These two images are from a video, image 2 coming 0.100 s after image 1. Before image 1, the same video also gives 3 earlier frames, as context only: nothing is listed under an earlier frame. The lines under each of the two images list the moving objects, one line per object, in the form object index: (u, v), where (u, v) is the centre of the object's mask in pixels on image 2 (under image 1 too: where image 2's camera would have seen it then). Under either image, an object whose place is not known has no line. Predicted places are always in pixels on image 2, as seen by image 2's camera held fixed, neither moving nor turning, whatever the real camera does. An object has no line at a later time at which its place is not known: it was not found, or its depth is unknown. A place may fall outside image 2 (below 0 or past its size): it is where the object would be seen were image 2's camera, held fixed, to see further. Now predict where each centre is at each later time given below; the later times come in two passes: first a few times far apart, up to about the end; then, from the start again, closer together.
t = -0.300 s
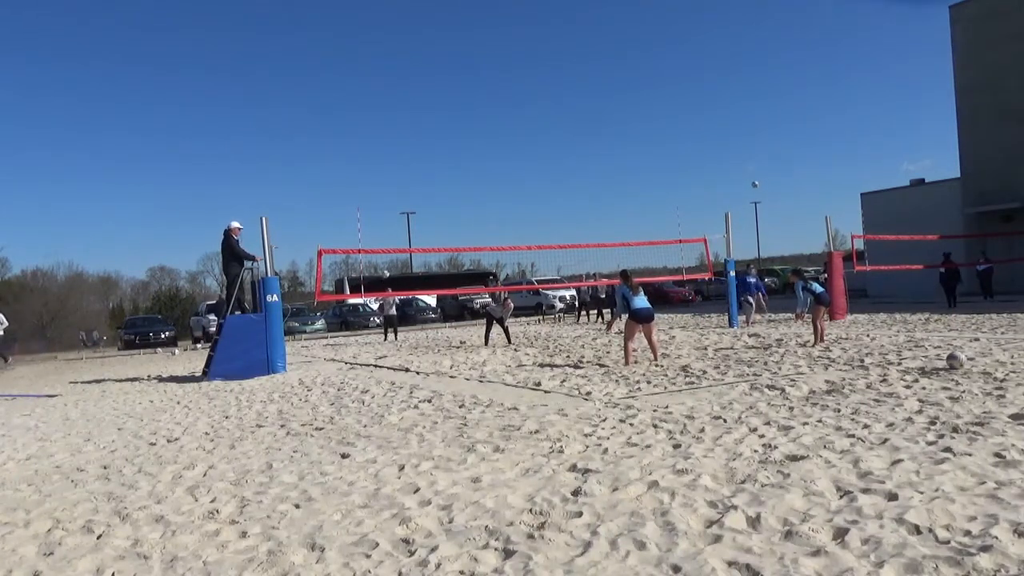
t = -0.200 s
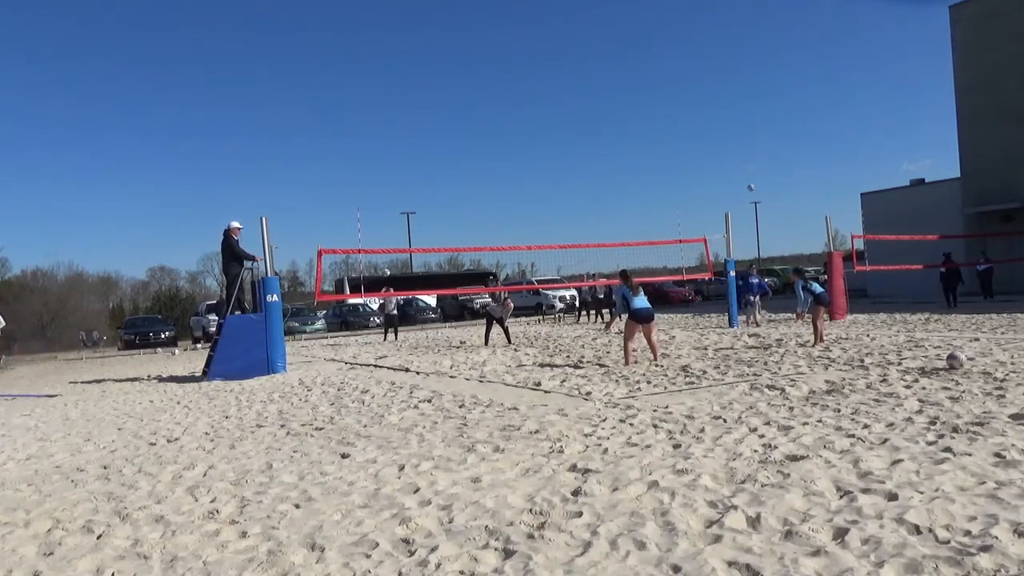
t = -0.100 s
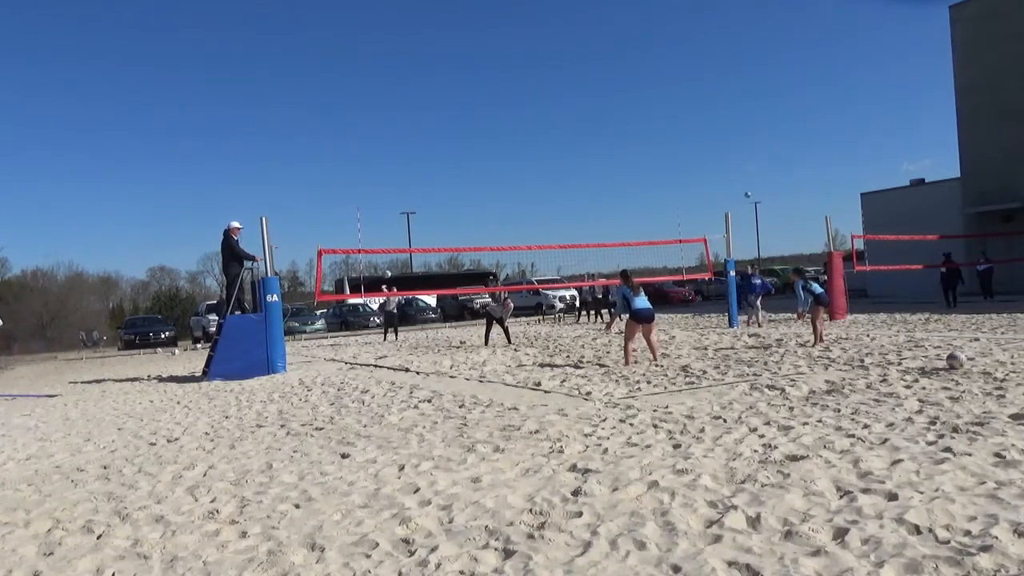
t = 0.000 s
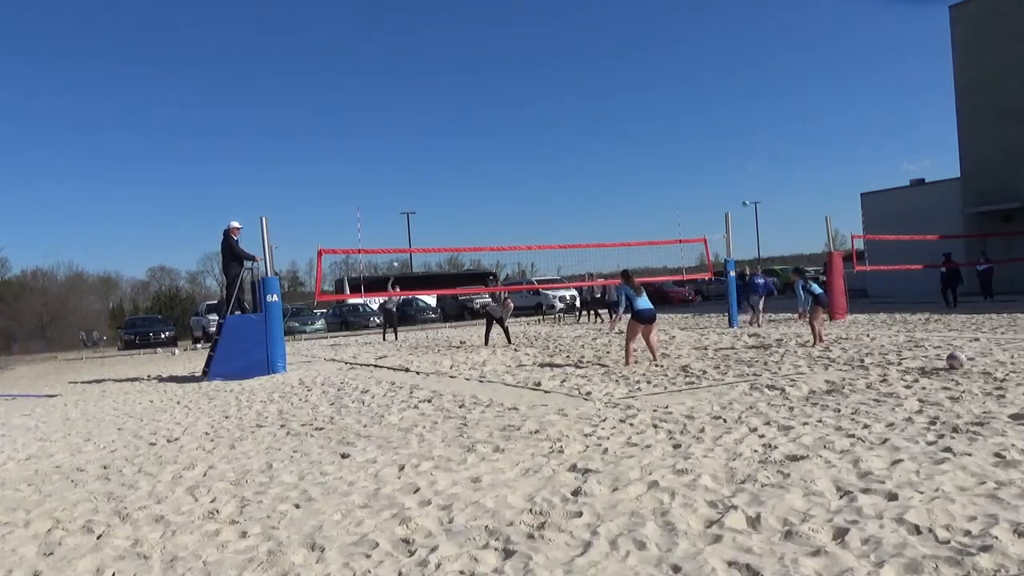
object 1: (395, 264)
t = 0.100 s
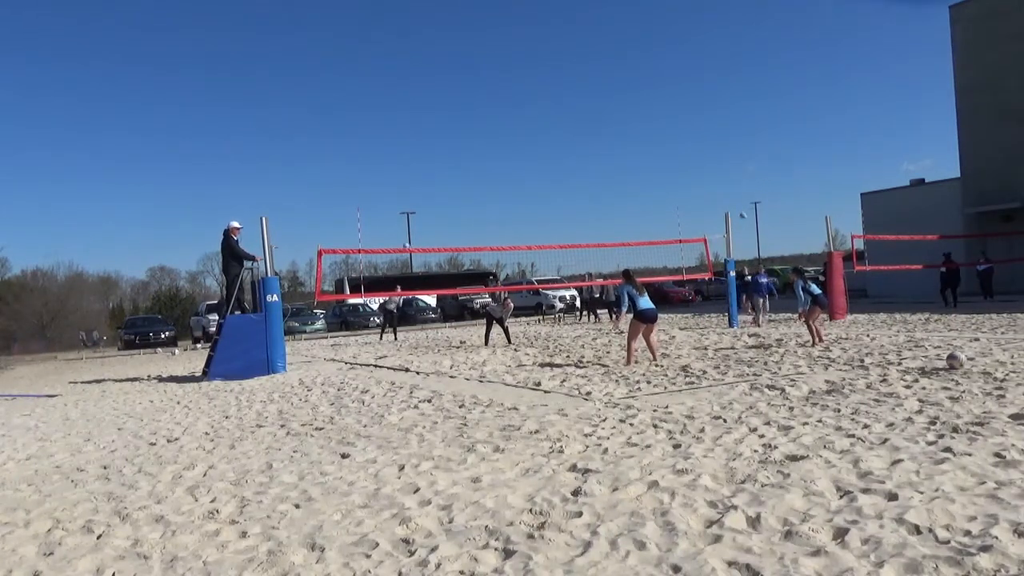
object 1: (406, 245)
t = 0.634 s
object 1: (511, 188)
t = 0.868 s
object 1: (589, 197)
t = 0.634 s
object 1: (511, 188)
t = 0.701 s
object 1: (531, 188)
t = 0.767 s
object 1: (553, 190)
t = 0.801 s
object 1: (564, 192)
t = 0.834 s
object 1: (577, 194)
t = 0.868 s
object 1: (589, 197)
